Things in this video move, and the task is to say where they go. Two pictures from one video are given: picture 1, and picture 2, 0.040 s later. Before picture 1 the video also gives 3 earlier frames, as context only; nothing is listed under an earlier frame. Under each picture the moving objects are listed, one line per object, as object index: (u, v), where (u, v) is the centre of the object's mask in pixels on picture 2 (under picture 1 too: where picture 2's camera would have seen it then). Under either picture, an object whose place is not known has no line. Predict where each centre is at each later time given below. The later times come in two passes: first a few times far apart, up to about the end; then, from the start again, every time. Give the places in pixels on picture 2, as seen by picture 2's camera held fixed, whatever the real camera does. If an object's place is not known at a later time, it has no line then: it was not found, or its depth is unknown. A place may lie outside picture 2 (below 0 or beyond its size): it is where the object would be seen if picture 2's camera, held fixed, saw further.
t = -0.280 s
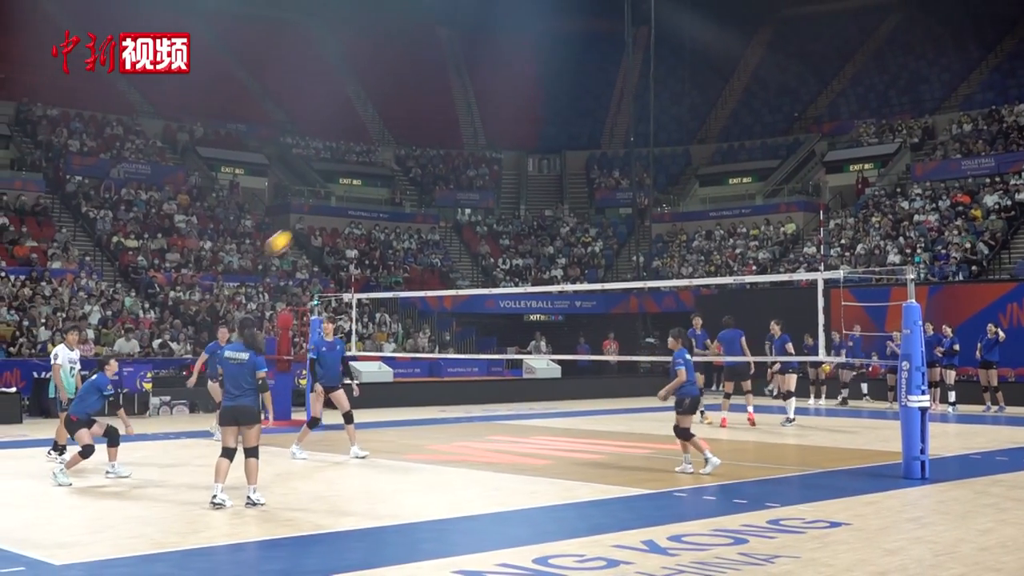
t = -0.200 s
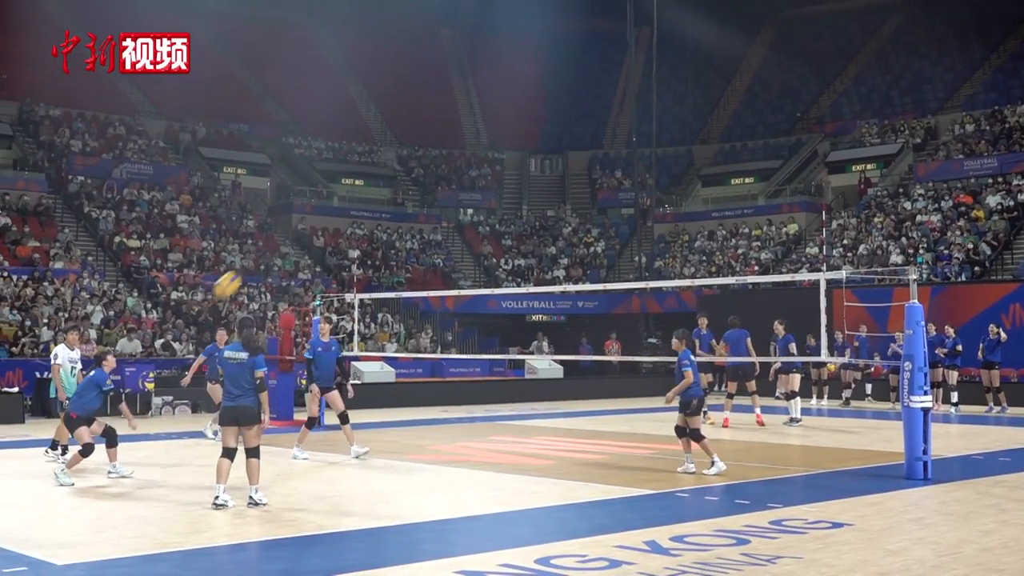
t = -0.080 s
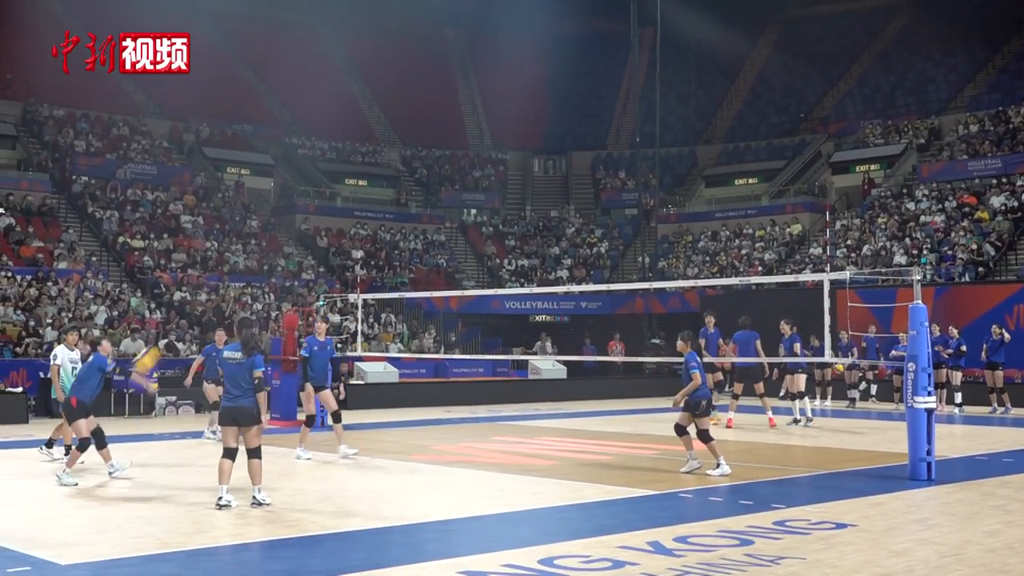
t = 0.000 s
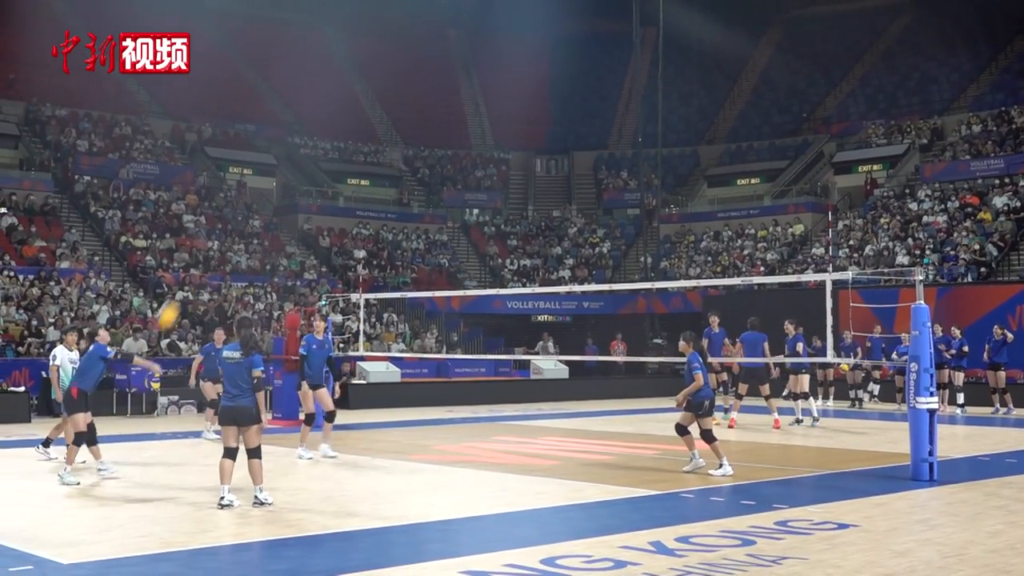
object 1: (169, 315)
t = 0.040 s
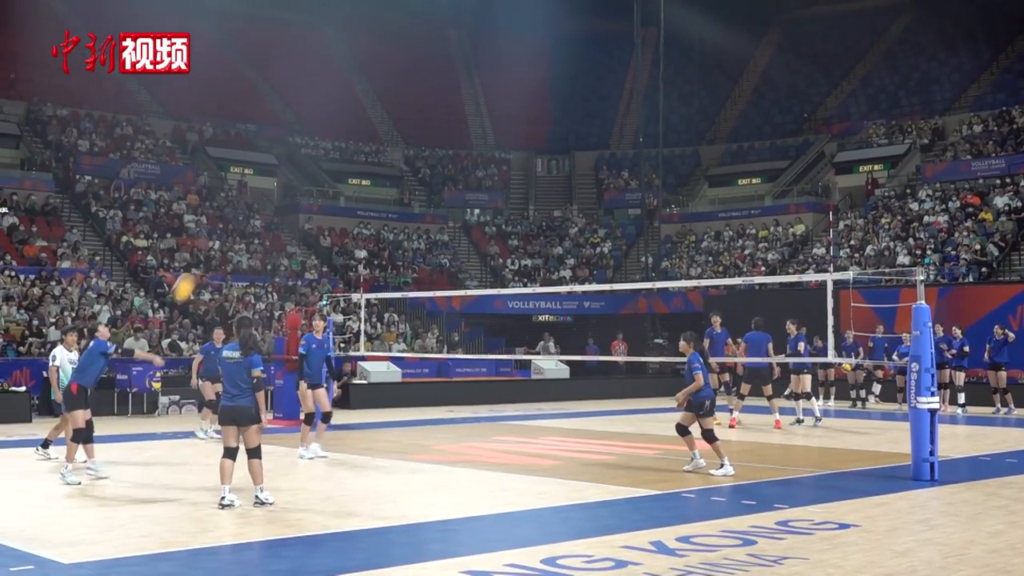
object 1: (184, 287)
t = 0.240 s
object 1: (254, 180)
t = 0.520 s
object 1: (341, 97)
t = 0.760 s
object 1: (408, 83)
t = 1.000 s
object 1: (472, 118)
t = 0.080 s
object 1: (198, 262)
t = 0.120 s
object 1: (212, 239)
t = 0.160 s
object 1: (226, 217)
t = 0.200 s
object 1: (240, 197)
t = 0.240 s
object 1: (254, 180)
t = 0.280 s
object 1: (267, 163)
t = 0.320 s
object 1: (280, 149)
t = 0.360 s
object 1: (293, 135)
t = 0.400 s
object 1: (305, 124)
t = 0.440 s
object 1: (317, 113)
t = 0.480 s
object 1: (329, 104)
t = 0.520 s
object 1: (341, 97)
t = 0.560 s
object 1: (353, 91)
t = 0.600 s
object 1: (364, 87)
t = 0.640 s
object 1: (376, 84)
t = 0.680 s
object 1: (387, 82)
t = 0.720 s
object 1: (398, 82)
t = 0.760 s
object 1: (408, 83)
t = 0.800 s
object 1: (419, 86)
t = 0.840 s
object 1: (430, 90)
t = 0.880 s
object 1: (441, 95)
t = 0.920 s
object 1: (451, 101)
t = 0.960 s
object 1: (462, 109)
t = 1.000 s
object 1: (472, 118)
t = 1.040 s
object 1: (482, 129)
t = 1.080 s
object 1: (492, 140)
